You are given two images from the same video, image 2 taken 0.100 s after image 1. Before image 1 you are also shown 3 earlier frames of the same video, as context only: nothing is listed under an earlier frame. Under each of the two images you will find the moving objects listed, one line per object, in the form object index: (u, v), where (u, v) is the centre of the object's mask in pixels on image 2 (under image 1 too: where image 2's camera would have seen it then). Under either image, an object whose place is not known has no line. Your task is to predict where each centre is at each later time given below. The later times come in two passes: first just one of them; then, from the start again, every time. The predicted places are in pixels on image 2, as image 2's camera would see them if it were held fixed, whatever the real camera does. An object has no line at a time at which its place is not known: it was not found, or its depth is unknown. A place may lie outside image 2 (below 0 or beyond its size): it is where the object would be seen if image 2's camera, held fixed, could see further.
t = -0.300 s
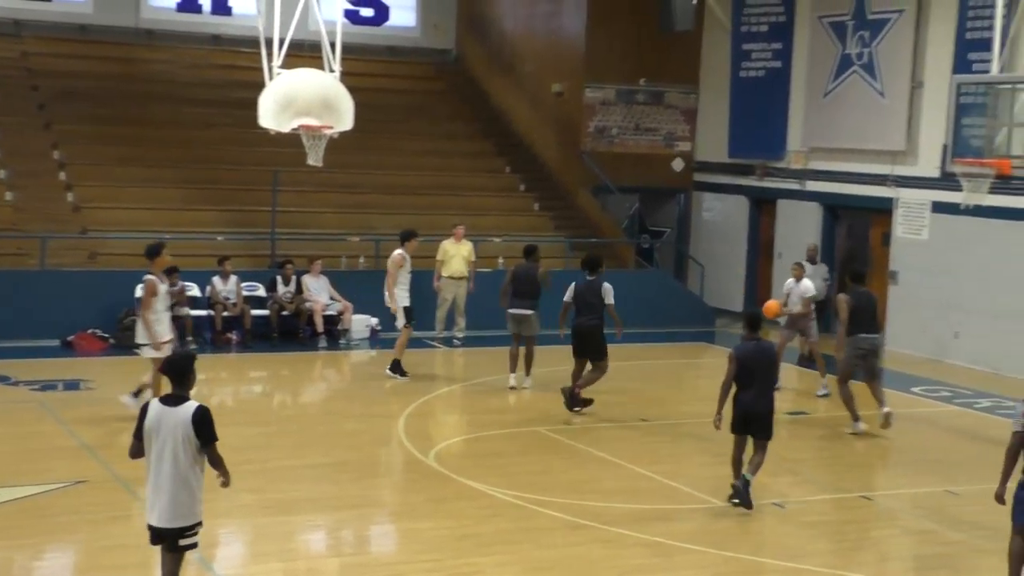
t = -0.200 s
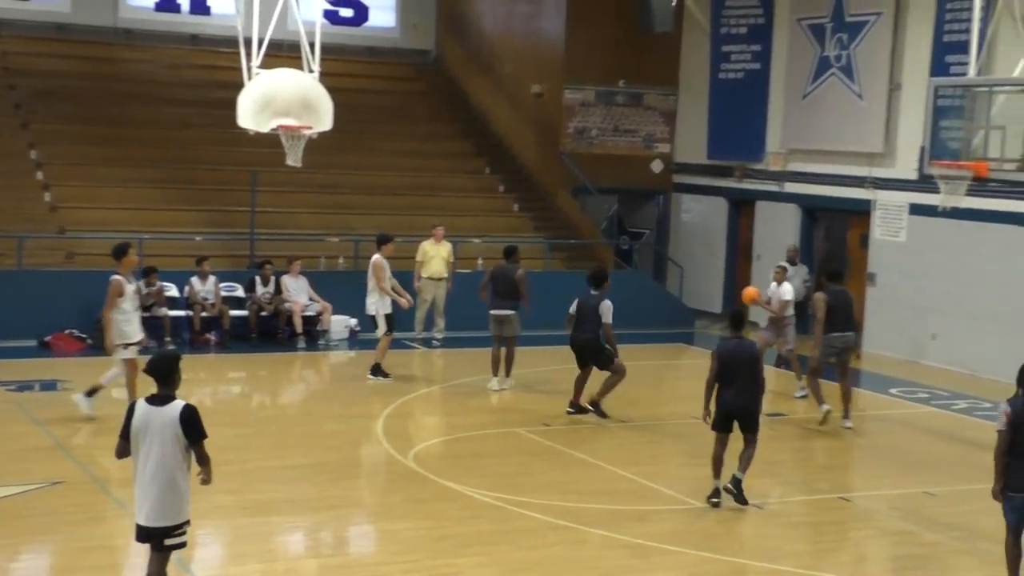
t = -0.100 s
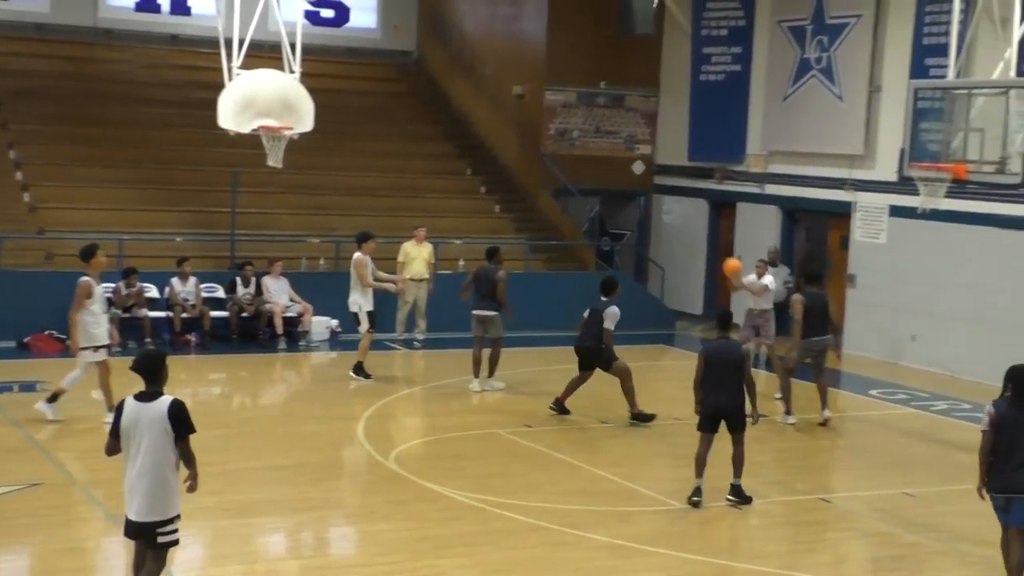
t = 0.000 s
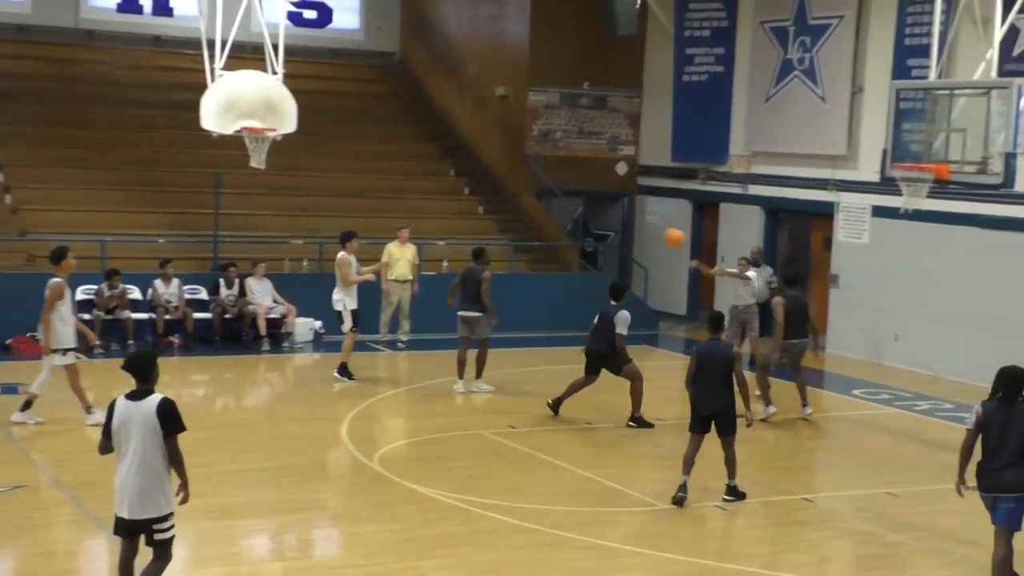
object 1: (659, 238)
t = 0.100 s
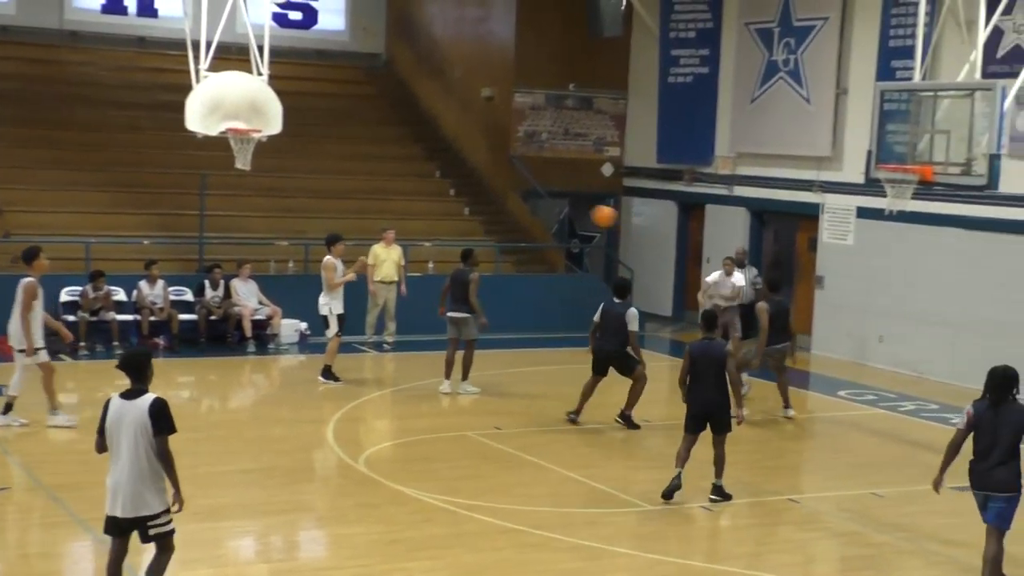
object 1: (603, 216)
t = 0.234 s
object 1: (524, 197)
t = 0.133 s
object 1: (584, 210)
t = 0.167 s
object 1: (565, 205)
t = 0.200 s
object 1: (545, 200)
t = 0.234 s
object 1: (524, 197)
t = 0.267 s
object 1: (504, 194)
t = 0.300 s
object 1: (483, 192)
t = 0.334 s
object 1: (460, 192)
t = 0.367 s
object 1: (439, 191)
